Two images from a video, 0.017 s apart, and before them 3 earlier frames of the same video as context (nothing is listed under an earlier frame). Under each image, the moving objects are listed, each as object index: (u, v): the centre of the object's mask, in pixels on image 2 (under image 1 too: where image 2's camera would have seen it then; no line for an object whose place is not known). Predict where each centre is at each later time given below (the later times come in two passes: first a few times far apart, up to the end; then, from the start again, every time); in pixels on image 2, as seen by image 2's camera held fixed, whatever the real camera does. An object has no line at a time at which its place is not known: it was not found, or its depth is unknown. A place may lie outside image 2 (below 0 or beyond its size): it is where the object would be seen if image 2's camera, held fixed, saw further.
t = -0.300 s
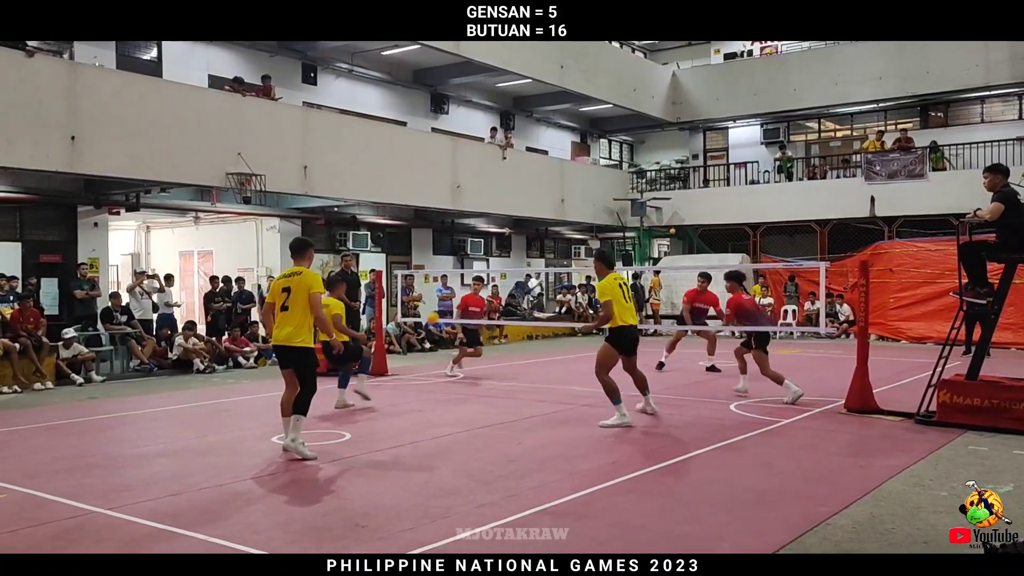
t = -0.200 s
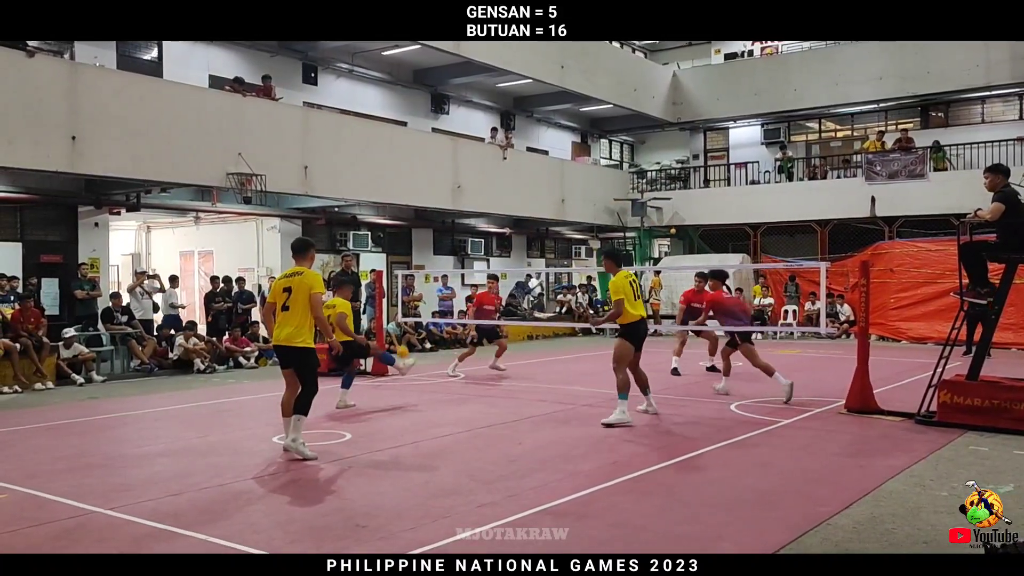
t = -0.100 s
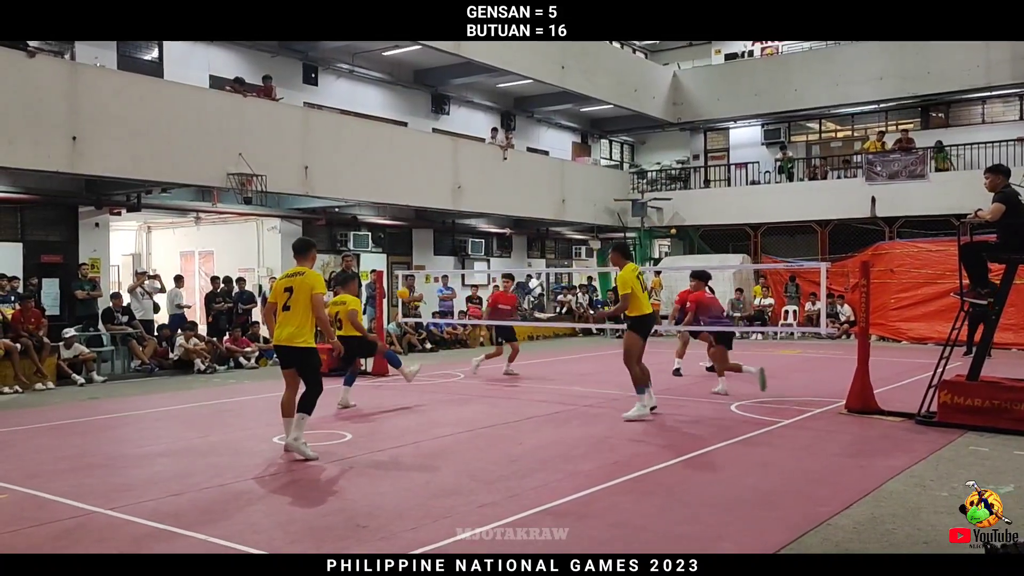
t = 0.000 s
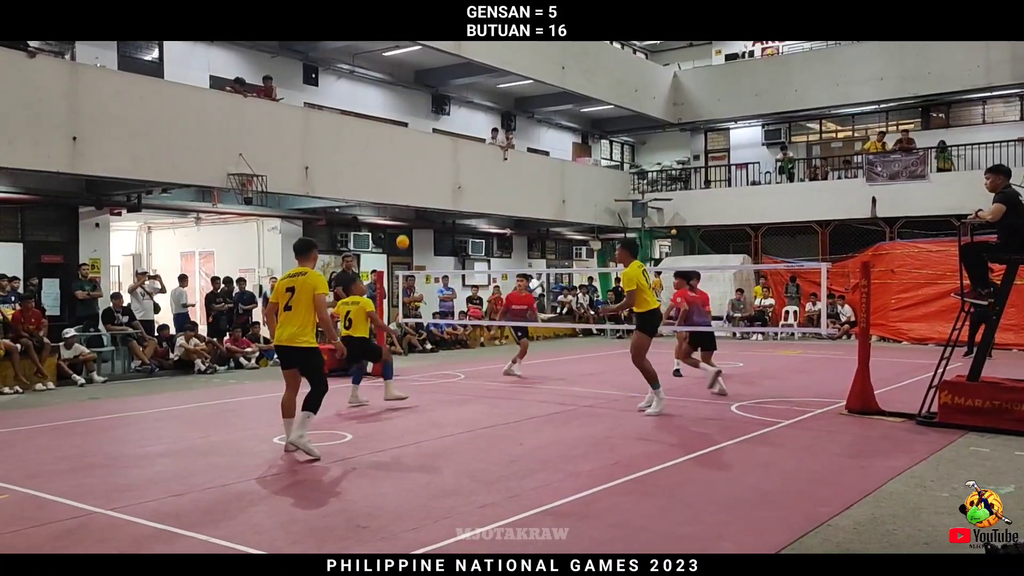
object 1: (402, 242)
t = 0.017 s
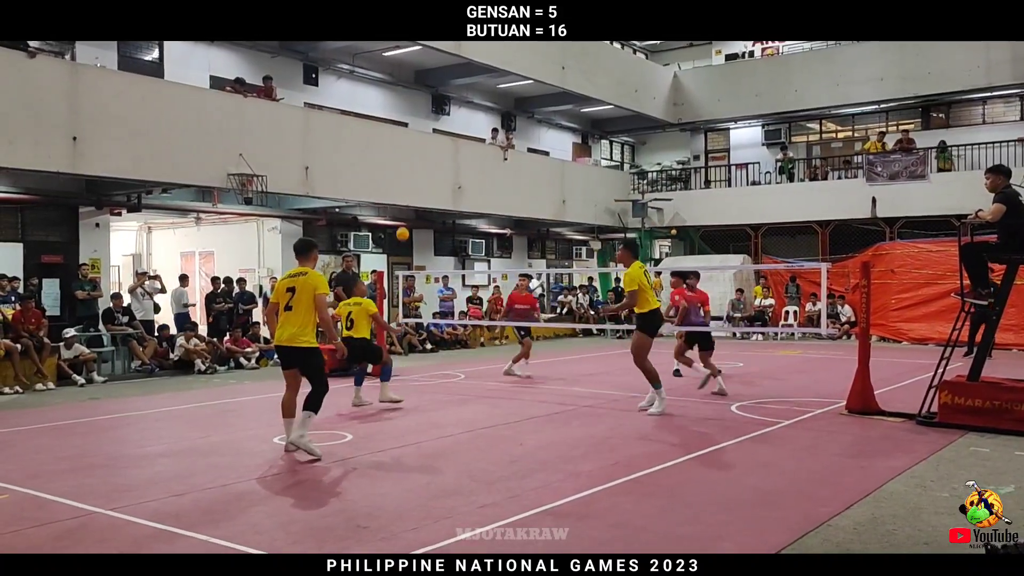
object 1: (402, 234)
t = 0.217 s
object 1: (400, 154)
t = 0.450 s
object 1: (397, 101)
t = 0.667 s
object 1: (394, 101)
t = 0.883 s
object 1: (391, 159)
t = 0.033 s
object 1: (402, 226)
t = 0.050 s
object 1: (402, 218)
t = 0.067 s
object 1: (402, 211)
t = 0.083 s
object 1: (402, 205)
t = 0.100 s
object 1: (402, 198)
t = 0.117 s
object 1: (401, 191)
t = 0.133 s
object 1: (401, 184)
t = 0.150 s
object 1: (401, 178)
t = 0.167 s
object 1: (401, 172)
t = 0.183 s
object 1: (401, 165)
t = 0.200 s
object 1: (400, 160)
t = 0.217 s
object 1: (400, 154)
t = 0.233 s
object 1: (400, 149)
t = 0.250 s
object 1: (400, 144)
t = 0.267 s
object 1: (399, 139)
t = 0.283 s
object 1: (399, 134)
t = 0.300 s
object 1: (399, 129)
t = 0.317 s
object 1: (398, 125)
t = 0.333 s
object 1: (399, 122)
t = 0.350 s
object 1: (398, 118)
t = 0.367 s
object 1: (398, 115)
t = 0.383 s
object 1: (398, 111)
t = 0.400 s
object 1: (397, 108)
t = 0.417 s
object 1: (397, 105)
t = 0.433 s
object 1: (397, 103)
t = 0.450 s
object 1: (397, 101)
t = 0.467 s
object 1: (396, 100)
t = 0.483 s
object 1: (396, 99)
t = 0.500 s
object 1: (396, 97)
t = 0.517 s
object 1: (396, 96)
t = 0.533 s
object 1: (396, 96)
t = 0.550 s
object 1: (396, 95)
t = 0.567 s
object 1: (396, 95)
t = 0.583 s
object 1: (395, 95)
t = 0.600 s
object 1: (395, 95)
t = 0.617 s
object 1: (395, 95)
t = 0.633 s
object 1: (394, 97)
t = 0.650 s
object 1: (394, 98)
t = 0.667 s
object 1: (394, 101)
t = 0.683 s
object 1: (394, 103)
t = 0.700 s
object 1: (393, 106)
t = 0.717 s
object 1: (393, 109)
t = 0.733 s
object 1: (393, 113)
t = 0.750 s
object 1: (393, 116)
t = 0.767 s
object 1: (392, 120)
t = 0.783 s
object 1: (392, 125)
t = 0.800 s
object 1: (392, 129)
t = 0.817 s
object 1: (392, 135)
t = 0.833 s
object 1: (392, 140)
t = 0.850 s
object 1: (392, 146)
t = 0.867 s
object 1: (391, 152)
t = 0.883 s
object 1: (391, 159)
